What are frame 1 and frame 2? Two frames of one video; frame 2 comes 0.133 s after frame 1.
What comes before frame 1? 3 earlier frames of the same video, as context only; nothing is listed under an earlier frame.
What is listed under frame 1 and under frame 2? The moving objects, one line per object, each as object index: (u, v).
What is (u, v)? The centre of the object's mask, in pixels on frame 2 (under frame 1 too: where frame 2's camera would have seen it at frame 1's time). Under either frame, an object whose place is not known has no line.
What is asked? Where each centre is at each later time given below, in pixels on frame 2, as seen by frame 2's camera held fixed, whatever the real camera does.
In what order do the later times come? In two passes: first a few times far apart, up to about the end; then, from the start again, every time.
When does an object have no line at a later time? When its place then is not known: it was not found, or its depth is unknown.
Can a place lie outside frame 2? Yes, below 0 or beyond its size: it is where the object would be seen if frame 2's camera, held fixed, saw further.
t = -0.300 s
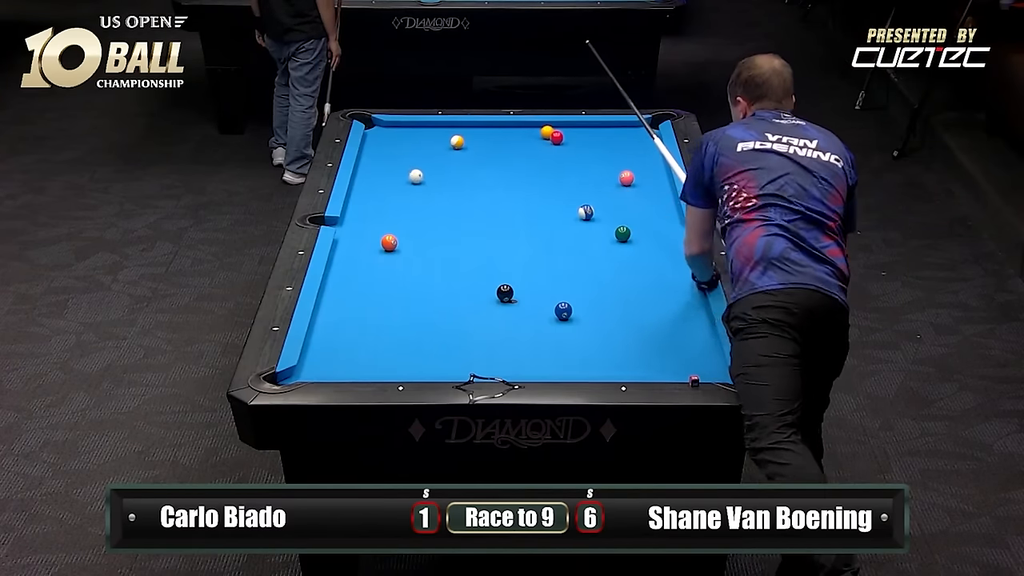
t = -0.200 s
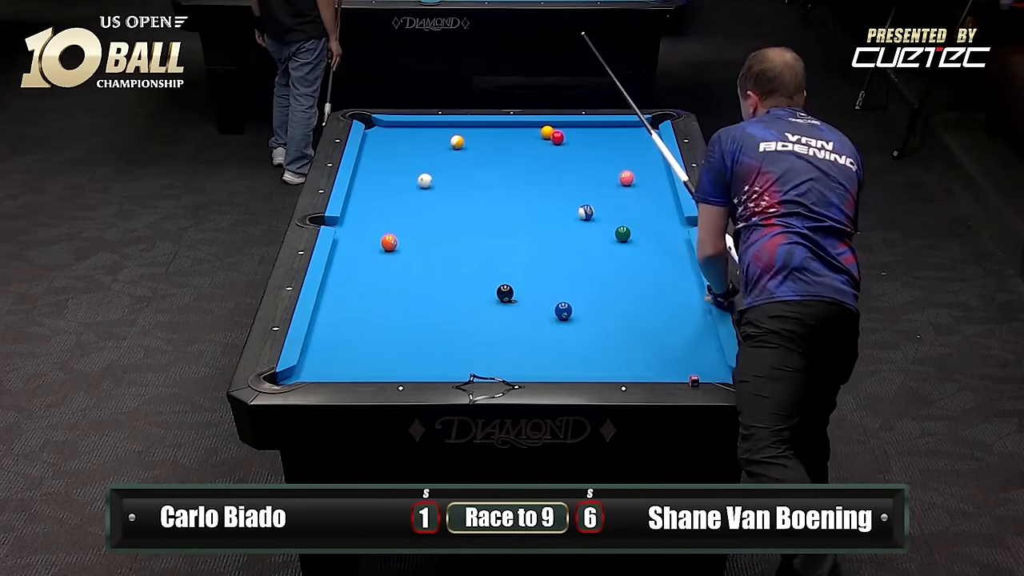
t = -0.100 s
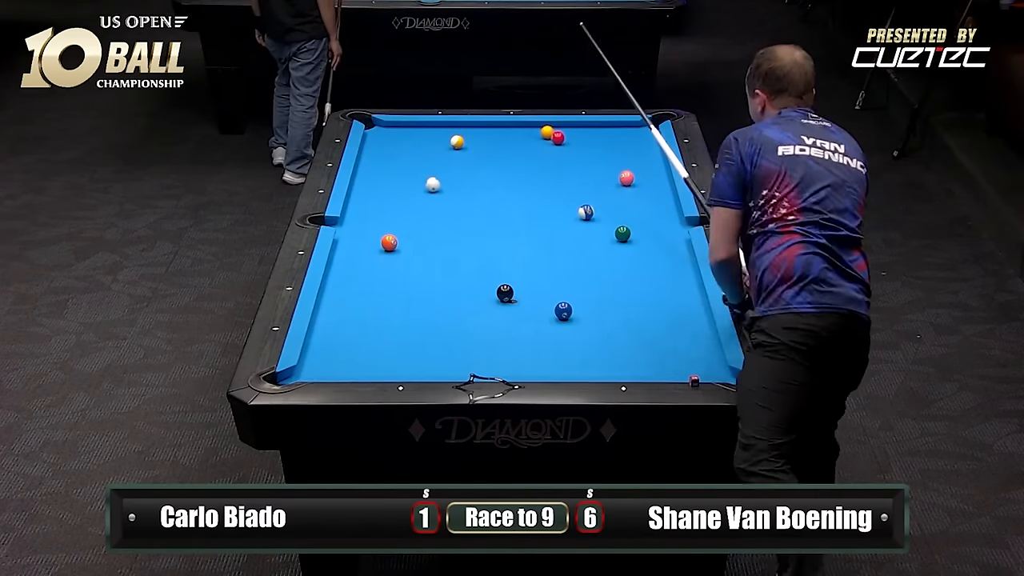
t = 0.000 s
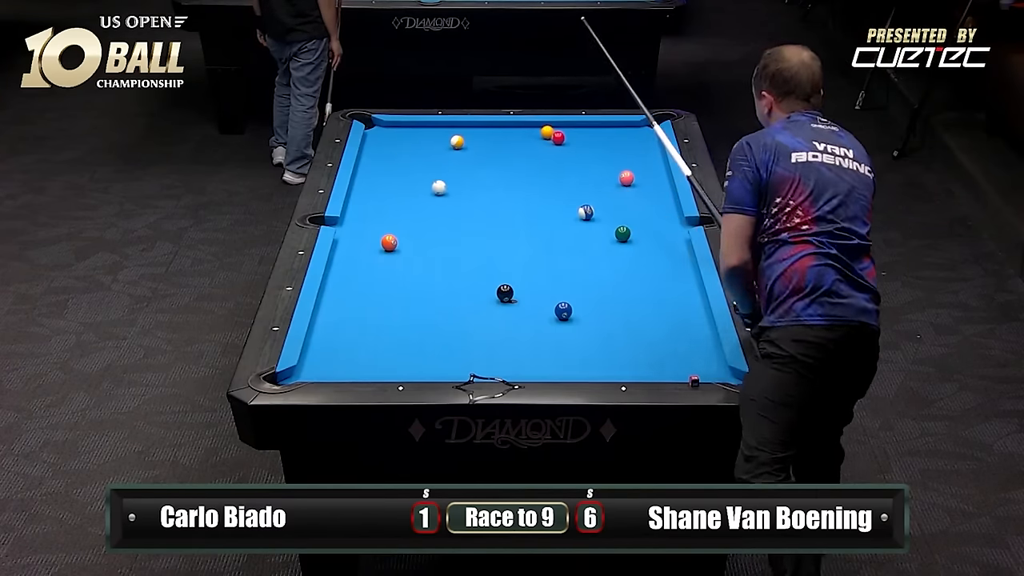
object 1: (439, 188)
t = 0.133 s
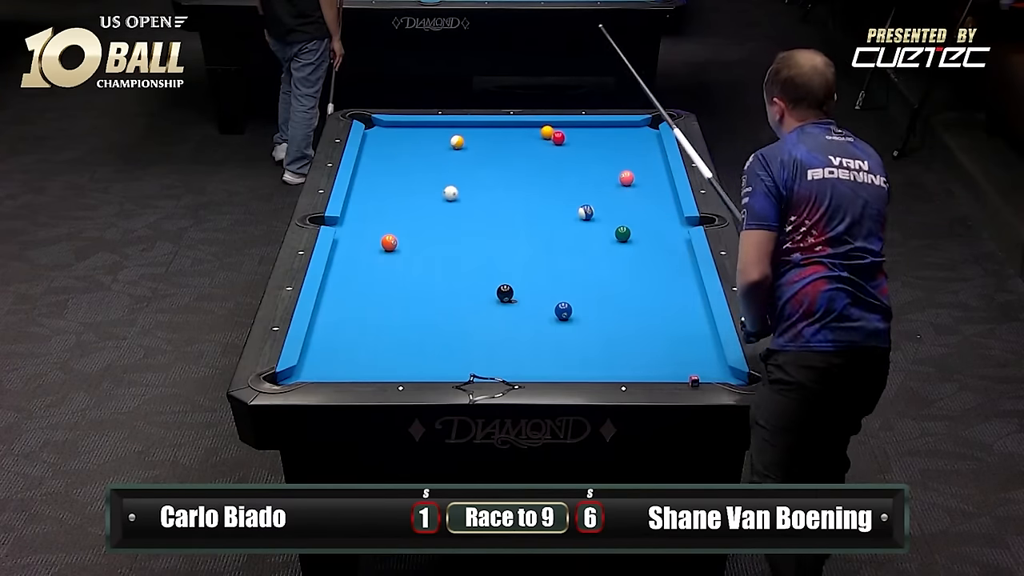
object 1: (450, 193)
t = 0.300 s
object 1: (463, 200)
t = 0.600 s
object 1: (486, 211)
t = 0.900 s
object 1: (507, 221)
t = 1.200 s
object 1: (529, 232)
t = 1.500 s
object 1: (553, 243)
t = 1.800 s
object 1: (574, 253)
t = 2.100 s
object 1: (594, 262)
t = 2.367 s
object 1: (613, 271)
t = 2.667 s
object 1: (633, 280)
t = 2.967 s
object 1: (652, 289)
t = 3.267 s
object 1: (669, 297)
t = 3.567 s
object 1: (687, 305)
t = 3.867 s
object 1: (702, 313)
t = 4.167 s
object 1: (697, 318)
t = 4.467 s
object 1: (693, 322)
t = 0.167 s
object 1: (453, 194)
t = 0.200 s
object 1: (456, 196)
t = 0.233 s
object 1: (458, 197)
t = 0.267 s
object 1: (461, 198)
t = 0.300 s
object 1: (463, 200)
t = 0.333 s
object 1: (466, 201)
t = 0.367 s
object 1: (468, 202)
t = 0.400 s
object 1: (469, 203)
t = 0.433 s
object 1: (472, 204)
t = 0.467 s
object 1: (475, 205)
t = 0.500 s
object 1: (477, 206)
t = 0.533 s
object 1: (481, 208)
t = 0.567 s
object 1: (483, 209)
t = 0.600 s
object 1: (486, 211)
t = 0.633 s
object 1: (489, 212)
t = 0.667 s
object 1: (491, 213)
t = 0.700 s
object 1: (494, 214)
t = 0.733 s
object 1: (496, 216)
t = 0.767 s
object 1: (499, 217)
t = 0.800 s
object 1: (500, 217)
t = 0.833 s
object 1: (503, 219)
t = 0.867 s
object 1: (505, 220)
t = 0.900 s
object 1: (507, 221)
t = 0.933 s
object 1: (511, 223)
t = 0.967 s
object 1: (513, 224)
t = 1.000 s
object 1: (516, 225)
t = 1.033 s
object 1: (519, 226)
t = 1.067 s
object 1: (521, 228)
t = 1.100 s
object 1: (524, 229)
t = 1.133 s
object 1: (526, 230)
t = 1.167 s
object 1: (528, 231)
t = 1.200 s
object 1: (529, 232)
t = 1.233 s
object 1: (532, 233)
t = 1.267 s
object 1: (535, 234)
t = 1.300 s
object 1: (537, 235)
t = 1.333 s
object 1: (540, 237)
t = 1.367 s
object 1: (543, 238)
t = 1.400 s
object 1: (545, 239)
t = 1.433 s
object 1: (548, 241)
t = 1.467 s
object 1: (551, 242)
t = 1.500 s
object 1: (553, 243)
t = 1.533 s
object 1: (555, 244)
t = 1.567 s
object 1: (558, 245)
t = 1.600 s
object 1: (559, 246)
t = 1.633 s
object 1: (561, 247)
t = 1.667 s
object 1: (564, 248)
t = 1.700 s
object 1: (566, 249)
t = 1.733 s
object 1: (570, 251)
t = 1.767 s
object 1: (572, 252)
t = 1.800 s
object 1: (574, 253)
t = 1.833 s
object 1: (577, 254)
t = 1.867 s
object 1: (579, 255)
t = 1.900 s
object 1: (582, 256)
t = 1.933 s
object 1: (584, 258)
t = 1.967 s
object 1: (586, 259)
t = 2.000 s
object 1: (587, 259)
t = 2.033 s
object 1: (590, 260)
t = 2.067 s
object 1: (592, 261)
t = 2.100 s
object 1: (594, 262)
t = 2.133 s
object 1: (598, 264)
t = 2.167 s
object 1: (600, 265)
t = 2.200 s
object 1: (602, 266)
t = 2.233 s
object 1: (605, 267)
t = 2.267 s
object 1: (607, 268)
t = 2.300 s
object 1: (609, 269)
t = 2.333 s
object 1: (611, 270)
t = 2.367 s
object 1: (613, 271)
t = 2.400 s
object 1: (615, 272)
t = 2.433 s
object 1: (617, 273)
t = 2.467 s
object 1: (619, 274)
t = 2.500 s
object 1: (621, 275)
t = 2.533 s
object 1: (625, 276)
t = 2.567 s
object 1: (627, 278)
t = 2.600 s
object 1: (629, 279)
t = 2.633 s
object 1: (631, 280)
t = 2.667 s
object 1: (633, 280)
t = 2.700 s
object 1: (635, 281)
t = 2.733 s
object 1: (637, 282)
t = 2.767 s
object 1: (640, 283)
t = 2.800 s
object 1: (641, 284)
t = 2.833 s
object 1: (643, 285)
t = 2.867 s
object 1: (645, 286)
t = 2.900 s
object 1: (647, 287)
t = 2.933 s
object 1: (650, 288)
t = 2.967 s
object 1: (652, 289)
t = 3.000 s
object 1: (654, 290)
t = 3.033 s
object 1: (656, 291)
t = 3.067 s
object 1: (658, 292)
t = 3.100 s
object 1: (660, 293)
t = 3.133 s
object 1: (662, 294)
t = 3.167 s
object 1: (664, 295)
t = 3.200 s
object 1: (665, 295)
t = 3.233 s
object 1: (667, 296)
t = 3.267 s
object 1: (669, 297)
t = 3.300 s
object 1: (671, 298)
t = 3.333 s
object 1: (674, 299)
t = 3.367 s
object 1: (676, 300)
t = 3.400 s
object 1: (678, 301)
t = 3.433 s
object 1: (680, 302)
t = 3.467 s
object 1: (682, 303)
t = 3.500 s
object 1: (684, 304)
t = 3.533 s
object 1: (685, 305)
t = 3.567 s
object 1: (687, 305)
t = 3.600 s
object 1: (688, 306)
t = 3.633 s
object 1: (690, 307)
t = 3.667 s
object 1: (692, 307)
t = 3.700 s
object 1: (694, 308)
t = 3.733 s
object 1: (697, 309)
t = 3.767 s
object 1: (698, 310)
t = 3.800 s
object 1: (700, 311)
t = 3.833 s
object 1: (702, 312)
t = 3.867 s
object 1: (702, 313)
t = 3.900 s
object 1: (702, 313)
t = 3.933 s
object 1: (701, 314)
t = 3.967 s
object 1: (701, 314)
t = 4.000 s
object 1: (701, 315)
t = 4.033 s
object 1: (700, 315)
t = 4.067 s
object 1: (699, 316)
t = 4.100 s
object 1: (699, 317)
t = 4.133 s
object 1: (698, 317)
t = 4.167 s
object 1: (697, 318)
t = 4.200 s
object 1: (697, 318)
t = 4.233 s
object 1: (696, 319)
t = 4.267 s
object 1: (696, 319)
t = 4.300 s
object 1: (695, 320)
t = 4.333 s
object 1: (695, 320)
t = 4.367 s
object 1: (694, 321)
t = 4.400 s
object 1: (694, 321)
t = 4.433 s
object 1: (693, 322)
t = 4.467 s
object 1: (693, 322)
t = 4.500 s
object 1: (692, 323)
